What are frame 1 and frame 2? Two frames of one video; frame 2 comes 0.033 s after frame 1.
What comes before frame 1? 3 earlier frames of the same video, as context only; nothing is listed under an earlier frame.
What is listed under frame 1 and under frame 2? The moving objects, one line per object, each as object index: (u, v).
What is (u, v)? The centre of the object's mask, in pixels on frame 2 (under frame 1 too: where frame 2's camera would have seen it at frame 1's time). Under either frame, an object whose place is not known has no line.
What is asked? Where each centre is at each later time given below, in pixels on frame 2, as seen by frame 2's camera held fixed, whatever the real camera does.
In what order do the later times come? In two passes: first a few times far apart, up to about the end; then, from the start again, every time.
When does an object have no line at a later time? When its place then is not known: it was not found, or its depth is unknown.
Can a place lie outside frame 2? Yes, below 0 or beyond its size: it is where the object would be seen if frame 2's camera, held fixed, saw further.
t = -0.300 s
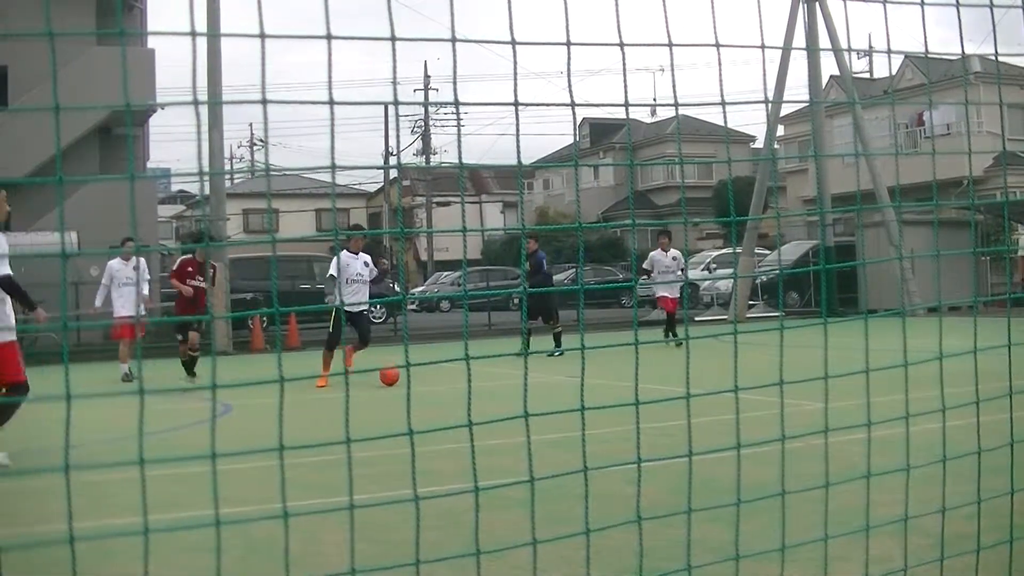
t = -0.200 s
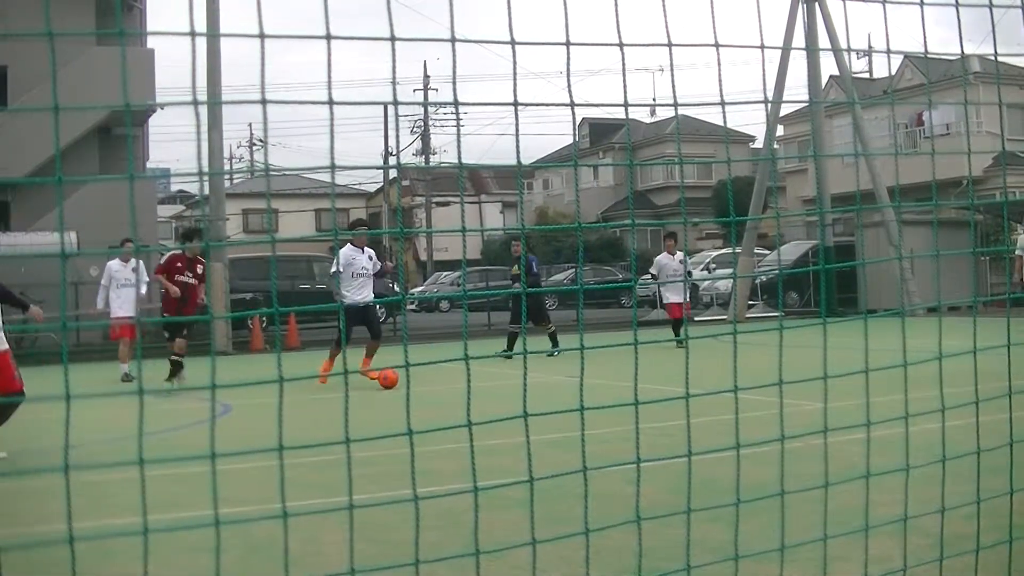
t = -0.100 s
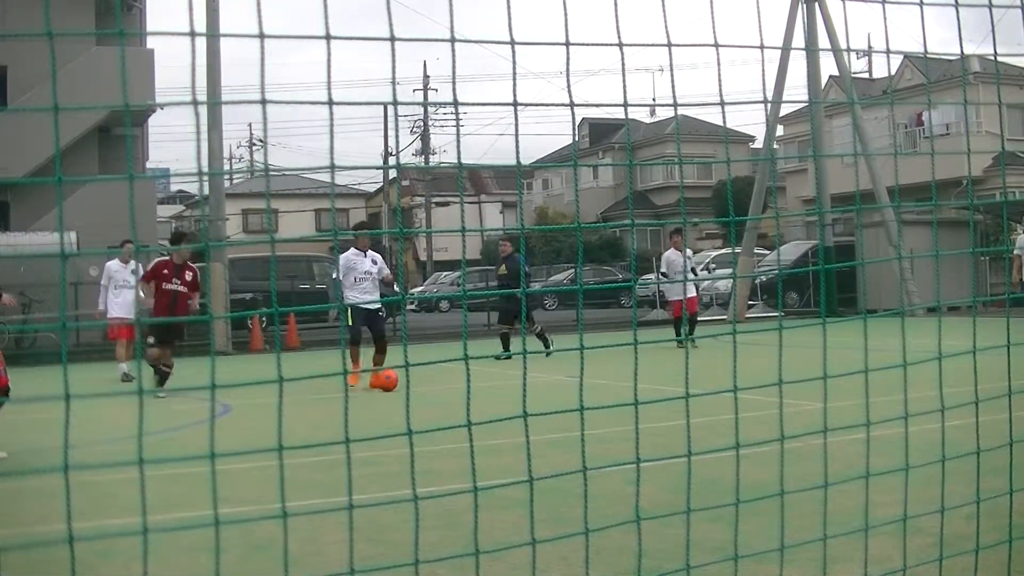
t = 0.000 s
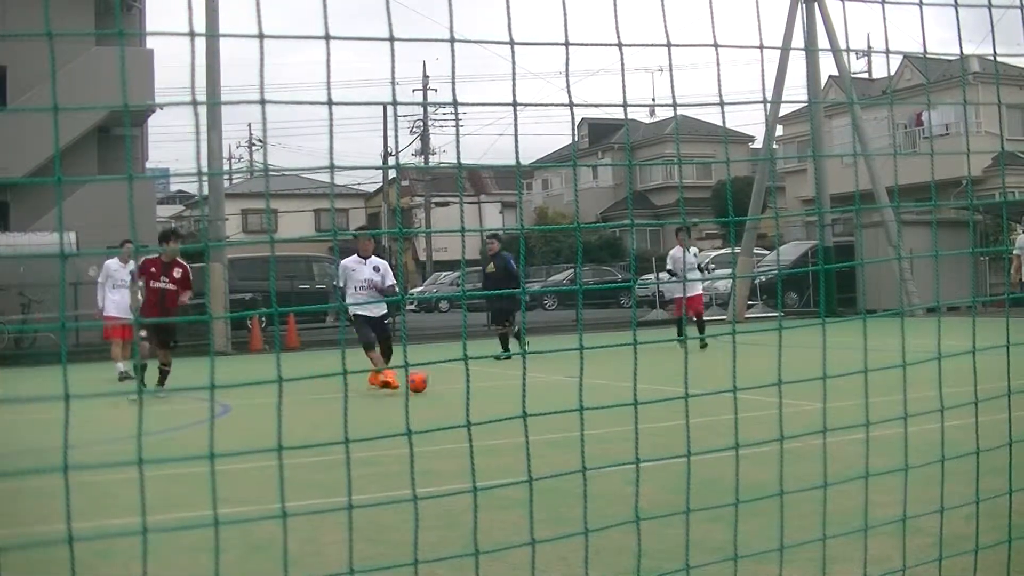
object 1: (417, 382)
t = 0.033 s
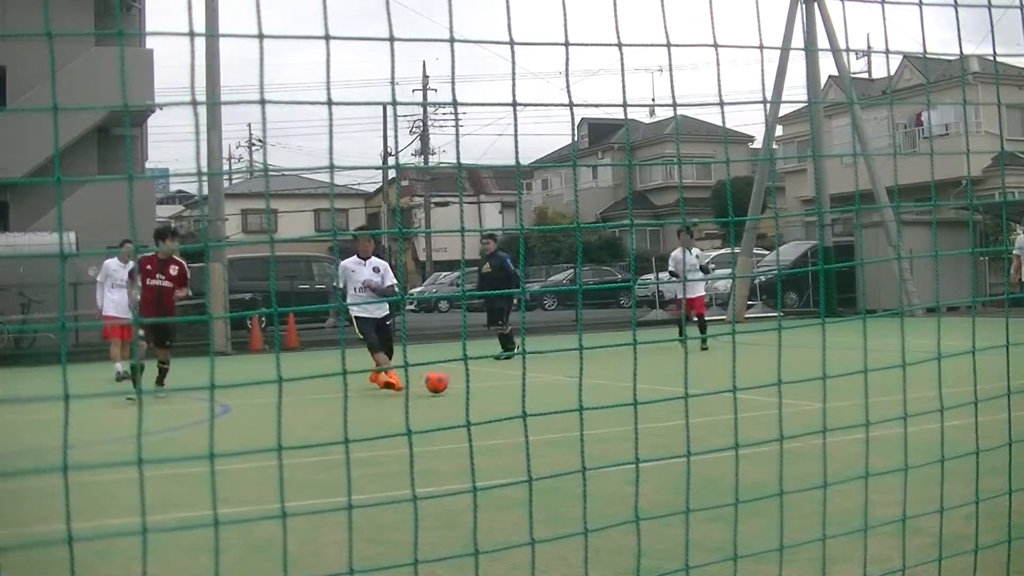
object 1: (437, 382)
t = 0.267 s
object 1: (582, 390)
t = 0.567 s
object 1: (771, 398)
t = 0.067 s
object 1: (455, 385)
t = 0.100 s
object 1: (478, 386)
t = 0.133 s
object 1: (498, 386)
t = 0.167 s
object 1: (518, 387)
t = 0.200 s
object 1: (539, 387)
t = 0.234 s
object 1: (560, 388)
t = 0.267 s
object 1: (582, 390)
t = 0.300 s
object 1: (602, 389)
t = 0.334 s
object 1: (621, 388)
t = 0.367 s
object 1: (645, 389)
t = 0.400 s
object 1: (667, 393)
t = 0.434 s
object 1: (688, 392)
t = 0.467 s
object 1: (708, 392)
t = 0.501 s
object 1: (730, 393)
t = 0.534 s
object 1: (753, 397)
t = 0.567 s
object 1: (771, 398)
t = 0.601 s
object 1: (787, 395)
